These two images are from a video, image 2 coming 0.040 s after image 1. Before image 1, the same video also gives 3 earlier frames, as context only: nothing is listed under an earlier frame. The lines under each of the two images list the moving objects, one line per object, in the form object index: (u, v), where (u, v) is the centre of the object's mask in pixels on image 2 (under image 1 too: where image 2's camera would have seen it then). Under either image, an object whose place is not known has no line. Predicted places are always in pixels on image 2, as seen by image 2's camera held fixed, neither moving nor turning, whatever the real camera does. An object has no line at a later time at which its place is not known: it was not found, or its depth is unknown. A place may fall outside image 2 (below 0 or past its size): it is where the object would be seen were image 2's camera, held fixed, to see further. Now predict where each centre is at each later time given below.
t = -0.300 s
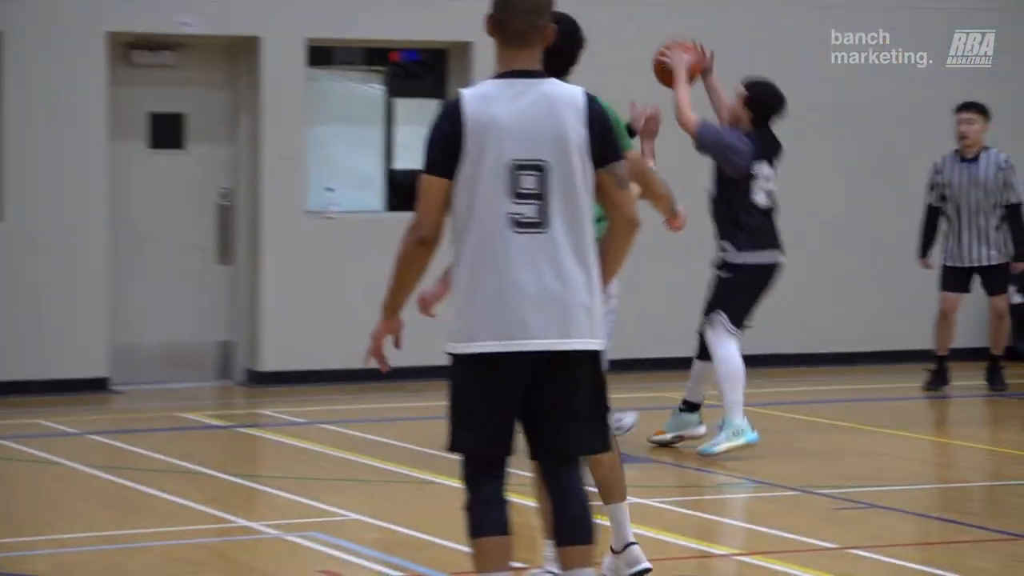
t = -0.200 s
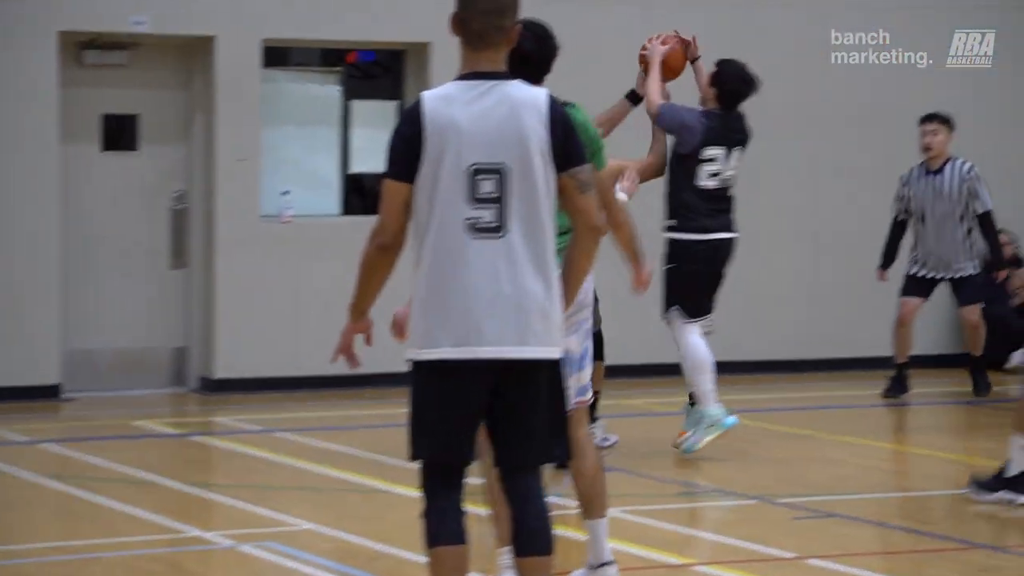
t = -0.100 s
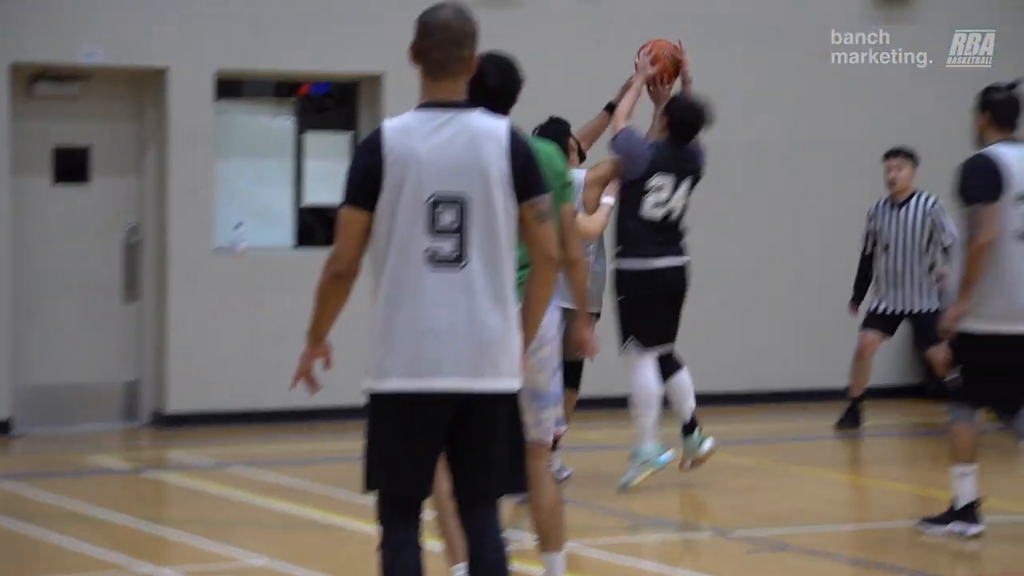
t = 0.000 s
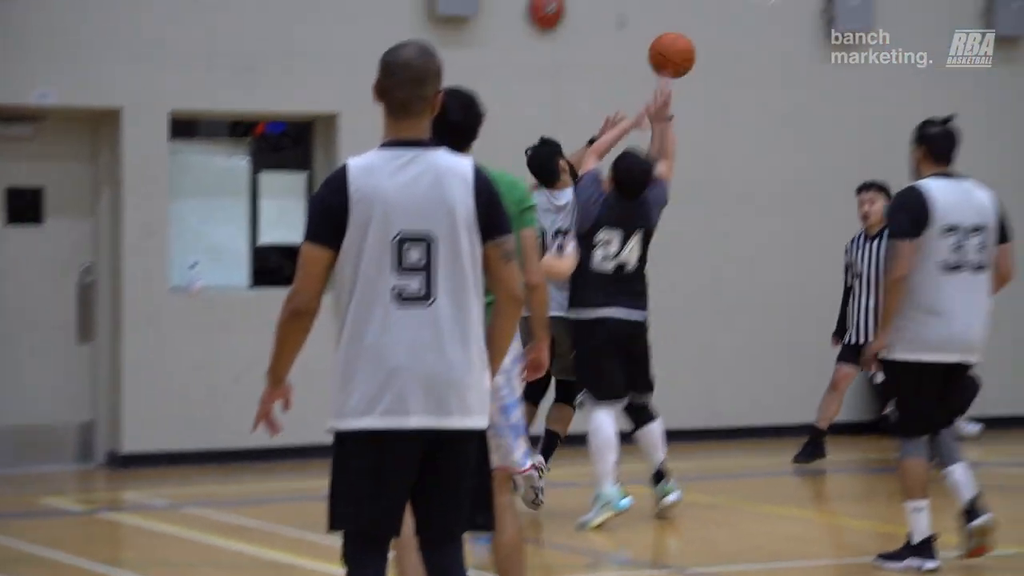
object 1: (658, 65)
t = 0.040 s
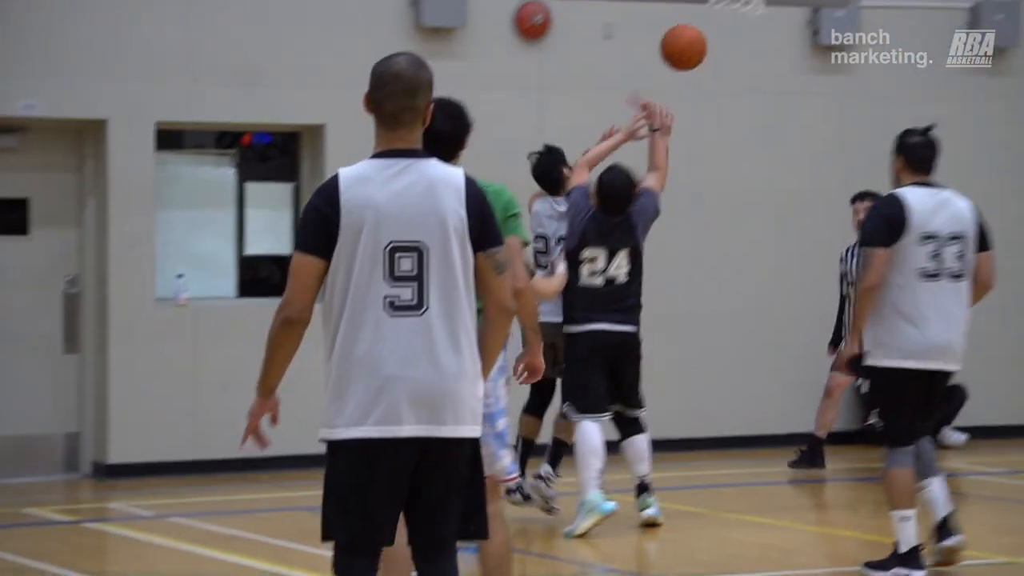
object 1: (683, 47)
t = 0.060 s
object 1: (695, 39)
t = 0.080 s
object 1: (707, 31)
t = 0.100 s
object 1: (719, 24)
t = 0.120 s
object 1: (731, 19)
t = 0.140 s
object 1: (740, 16)
